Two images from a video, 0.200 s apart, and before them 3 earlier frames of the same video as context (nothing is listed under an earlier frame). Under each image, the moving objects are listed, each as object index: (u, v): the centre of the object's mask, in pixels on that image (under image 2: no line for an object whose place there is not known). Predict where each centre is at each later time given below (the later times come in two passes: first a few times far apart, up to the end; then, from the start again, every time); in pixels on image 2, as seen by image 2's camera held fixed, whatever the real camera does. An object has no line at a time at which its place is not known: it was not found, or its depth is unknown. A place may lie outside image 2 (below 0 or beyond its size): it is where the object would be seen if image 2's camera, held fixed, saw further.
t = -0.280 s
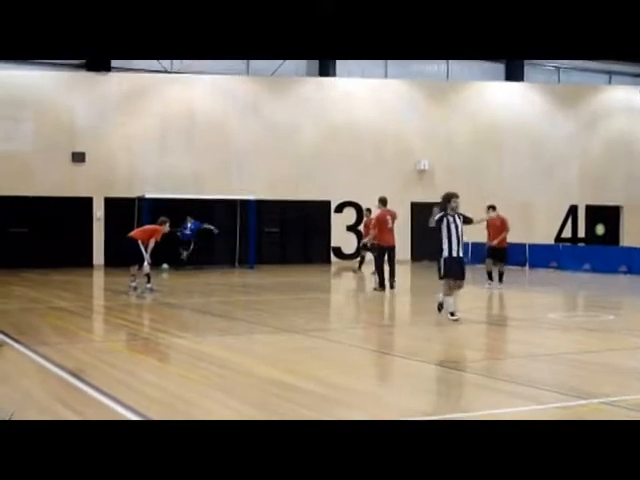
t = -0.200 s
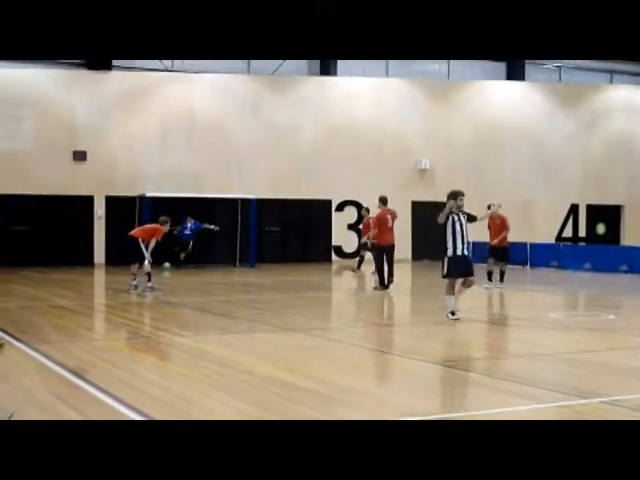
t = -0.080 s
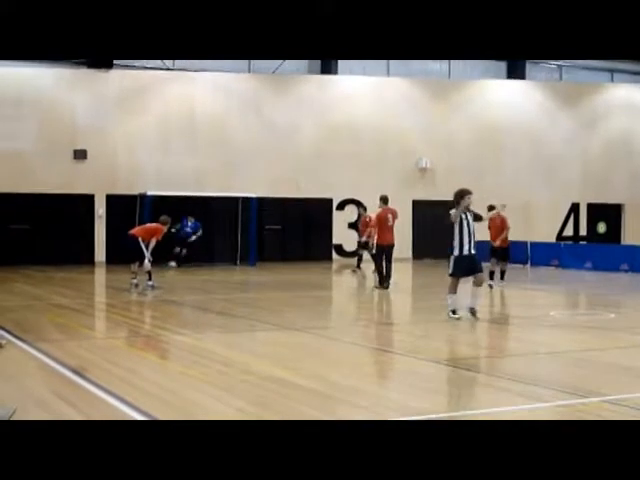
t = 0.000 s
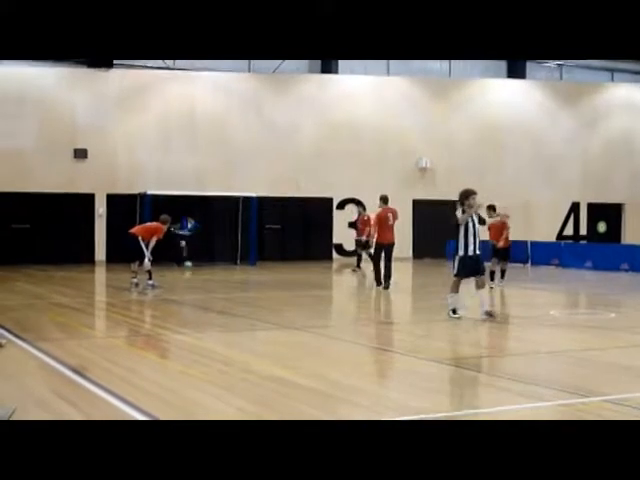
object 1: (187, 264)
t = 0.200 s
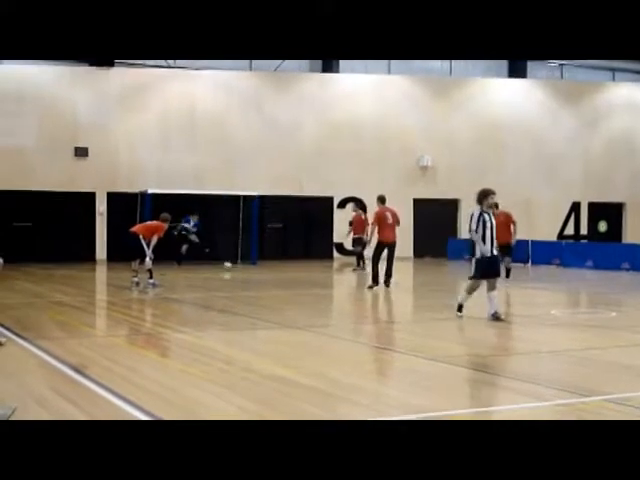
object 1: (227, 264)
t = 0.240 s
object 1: (236, 265)
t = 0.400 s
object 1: (264, 267)
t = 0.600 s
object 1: (299, 270)
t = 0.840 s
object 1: (339, 274)
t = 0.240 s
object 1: (236, 265)
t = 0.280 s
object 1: (242, 266)
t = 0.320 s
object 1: (250, 267)
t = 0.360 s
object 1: (258, 266)
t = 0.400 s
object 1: (264, 267)
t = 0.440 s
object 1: (269, 267)
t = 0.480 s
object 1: (277, 267)
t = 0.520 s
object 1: (285, 268)
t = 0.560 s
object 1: (292, 270)
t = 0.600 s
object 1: (299, 270)
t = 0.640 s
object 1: (305, 271)
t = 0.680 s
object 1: (312, 272)
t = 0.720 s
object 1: (319, 272)
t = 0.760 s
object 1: (325, 273)
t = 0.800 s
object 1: (331, 274)
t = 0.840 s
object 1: (339, 274)
